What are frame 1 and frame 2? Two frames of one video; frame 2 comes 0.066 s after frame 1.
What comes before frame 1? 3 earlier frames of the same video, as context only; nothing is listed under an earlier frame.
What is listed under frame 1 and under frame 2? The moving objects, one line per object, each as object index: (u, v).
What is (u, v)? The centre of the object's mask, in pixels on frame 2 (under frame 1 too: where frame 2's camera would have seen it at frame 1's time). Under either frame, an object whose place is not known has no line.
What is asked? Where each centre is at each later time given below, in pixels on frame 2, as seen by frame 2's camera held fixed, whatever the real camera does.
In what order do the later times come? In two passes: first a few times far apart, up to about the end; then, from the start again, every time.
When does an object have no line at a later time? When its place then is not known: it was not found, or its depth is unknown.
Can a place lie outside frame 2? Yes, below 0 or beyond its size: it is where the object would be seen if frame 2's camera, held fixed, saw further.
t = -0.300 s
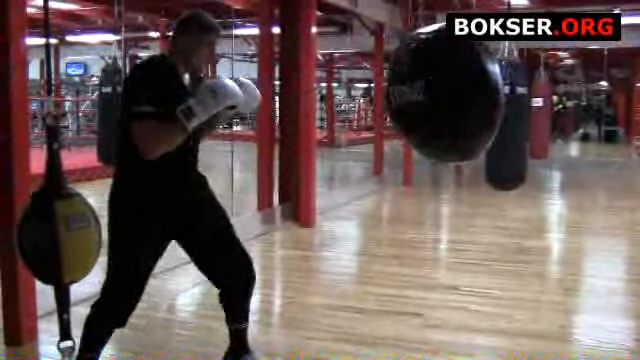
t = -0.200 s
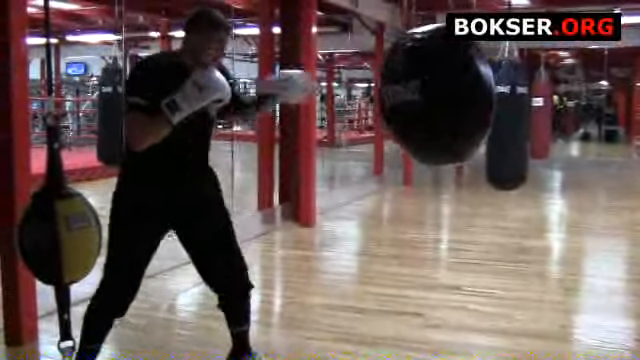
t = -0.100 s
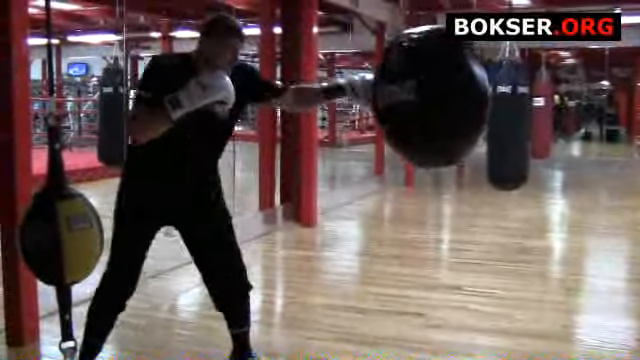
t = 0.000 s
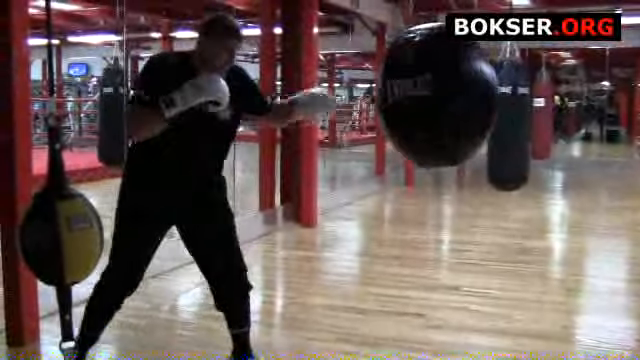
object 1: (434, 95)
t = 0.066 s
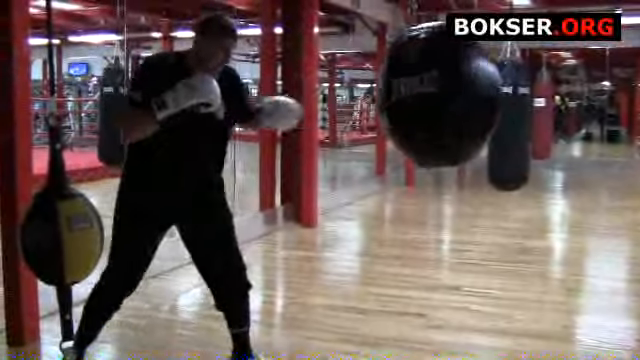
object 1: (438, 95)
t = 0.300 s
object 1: (429, 95)
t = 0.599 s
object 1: (396, 97)
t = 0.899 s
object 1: (353, 98)
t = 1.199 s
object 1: (329, 95)
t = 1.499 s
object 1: (332, 94)
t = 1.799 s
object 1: (357, 95)
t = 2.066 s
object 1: (390, 98)
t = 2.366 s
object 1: (421, 99)
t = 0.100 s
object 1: (438, 96)
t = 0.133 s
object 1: (435, 95)
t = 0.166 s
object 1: (434, 94)
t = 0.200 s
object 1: (433, 94)
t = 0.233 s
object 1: (432, 95)
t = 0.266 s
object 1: (431, 95)
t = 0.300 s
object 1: (429, 95)
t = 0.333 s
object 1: (427, 96)
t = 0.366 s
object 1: (424, 95)
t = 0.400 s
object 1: (421, 96)
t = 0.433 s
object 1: (416, 95)
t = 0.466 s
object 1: (413, 95)
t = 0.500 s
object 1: (409, 96)
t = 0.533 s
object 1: (405, 96)
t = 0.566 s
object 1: (401, 97)
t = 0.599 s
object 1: (396, 97)
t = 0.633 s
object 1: (391, 97)
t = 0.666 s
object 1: (386, 97)
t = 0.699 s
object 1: (382, 98)
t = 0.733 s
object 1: (376, 97)
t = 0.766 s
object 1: (371, 97)
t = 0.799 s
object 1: (367, 97)
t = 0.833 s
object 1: (363, 97)
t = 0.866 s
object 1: (357, 97)
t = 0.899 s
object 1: (353, 98)
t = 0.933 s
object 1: (349, 98)
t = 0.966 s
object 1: (347, 97)
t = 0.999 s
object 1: (344, 97)
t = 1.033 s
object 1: (339, 97)
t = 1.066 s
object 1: (337, 97)
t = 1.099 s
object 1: (334, 96)
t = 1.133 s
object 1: (332, 96)
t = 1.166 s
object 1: (330, 96)
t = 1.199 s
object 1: (329, 95)
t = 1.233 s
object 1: (328, 95)
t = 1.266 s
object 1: (328, 95)
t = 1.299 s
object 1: (328, 96)
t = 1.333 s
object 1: (328, 96)
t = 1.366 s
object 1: (328, 95)
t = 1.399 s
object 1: (328, 95)
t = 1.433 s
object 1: (329, 94)
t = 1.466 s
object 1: (331, 94)
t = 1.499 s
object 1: (332, 94)
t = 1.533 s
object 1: (334, 94)
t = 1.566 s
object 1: (335, 94)
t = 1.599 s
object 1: (338, 95)
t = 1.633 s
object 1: (341, 95)
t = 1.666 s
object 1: (344, 95)
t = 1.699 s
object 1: (347, 95)
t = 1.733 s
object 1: (350, 94)
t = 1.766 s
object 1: (353, 95)
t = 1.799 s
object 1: (357, 95)
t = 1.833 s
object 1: (361, 96)
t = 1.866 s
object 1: (365, 97)
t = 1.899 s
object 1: (368, 97)
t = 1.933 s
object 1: (373, 97)
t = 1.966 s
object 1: (377, 98)
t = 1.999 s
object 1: (382, 98)
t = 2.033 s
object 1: (386, 98)
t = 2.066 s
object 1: (390, 98)
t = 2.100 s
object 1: (394, 99)
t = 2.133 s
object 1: (398, 99)
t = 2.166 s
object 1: (402, 99)
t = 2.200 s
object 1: (405, 99)
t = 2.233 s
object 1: (409, 99)
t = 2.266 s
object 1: (412, 99)
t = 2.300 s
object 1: (416, 99)
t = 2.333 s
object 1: (419, 99)
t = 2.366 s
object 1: (421, 99)
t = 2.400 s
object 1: (424, 99)
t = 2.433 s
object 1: (426, 99)
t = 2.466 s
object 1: (429, 98)
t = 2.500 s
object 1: (431, 98)
